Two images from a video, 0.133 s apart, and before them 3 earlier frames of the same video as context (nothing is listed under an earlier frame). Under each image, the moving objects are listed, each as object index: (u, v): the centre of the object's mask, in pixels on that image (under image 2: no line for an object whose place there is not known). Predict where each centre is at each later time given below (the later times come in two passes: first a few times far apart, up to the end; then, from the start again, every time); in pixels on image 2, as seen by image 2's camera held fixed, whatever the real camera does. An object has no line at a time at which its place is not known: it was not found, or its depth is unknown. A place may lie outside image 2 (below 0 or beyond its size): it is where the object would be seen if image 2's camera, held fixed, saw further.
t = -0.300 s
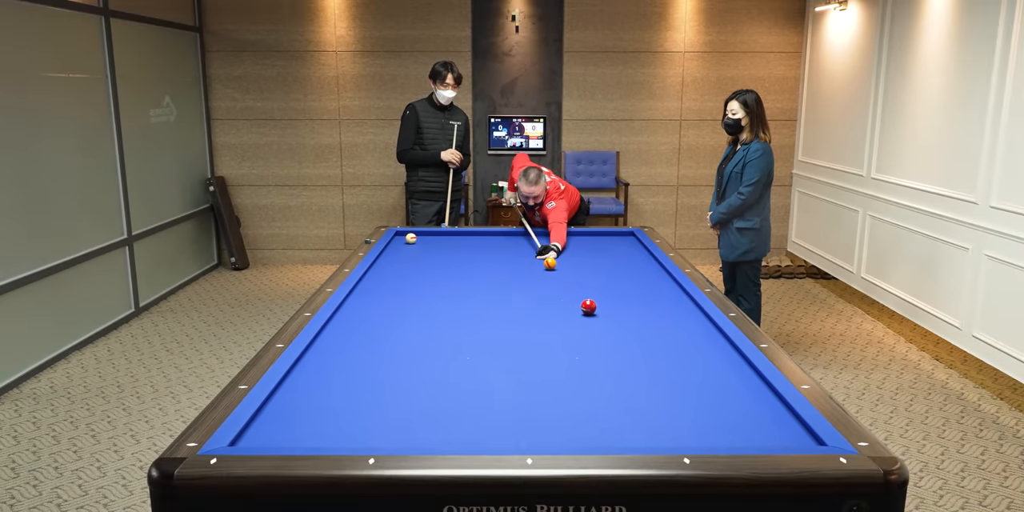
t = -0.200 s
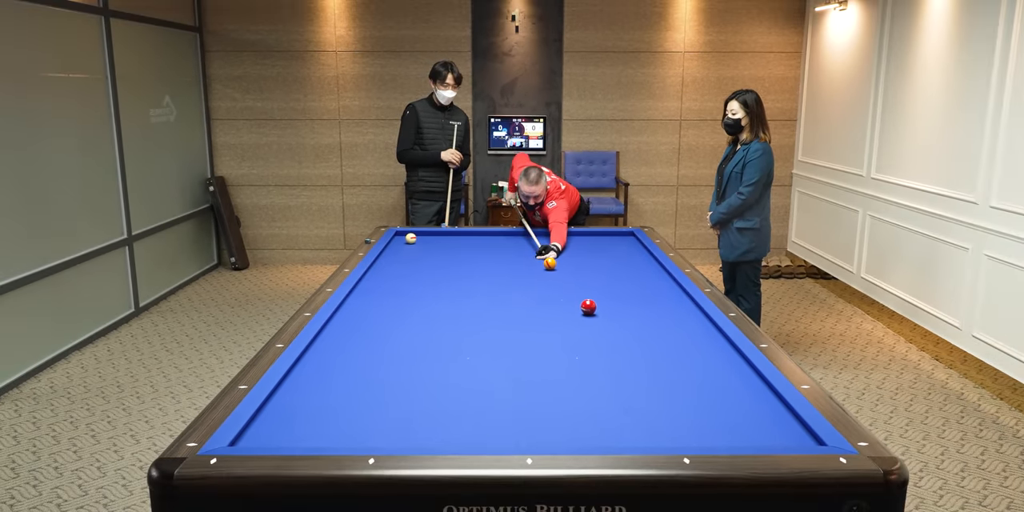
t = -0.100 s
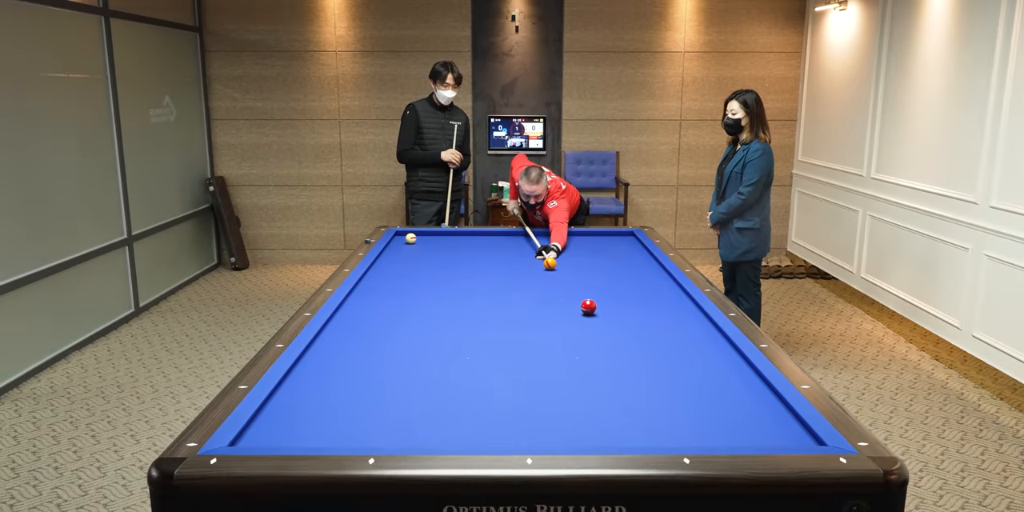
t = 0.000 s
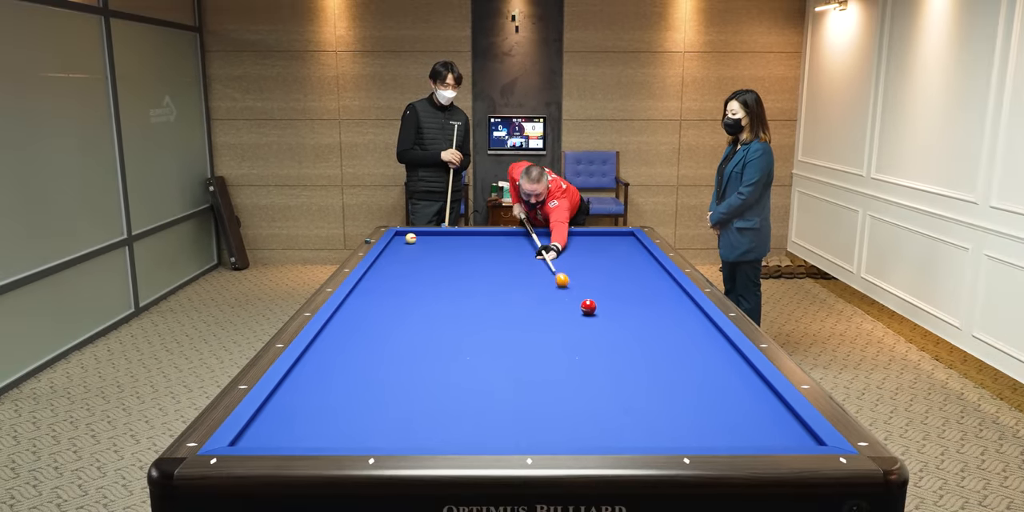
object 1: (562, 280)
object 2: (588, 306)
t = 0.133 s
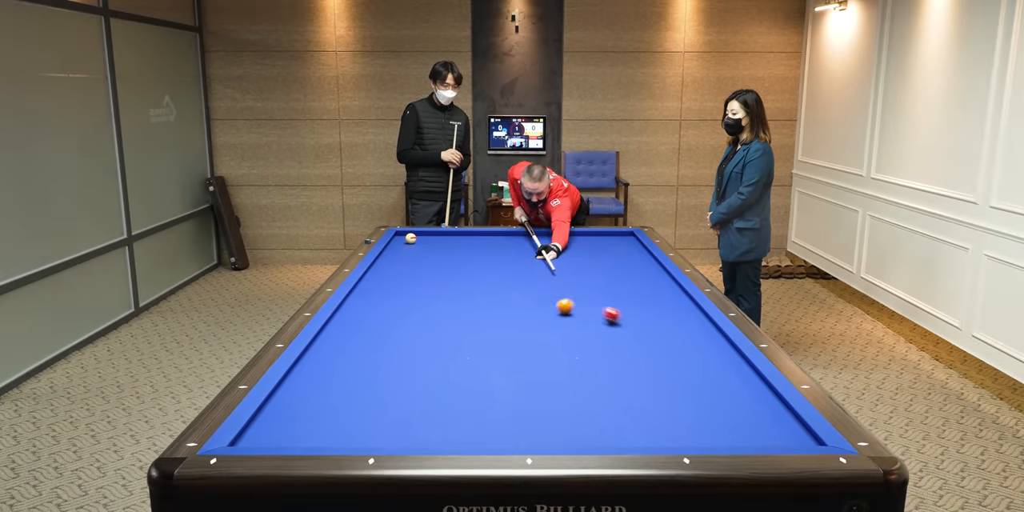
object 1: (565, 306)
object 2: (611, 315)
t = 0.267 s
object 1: (524, 316)
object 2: (695, 347)
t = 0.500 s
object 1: (460, 336)
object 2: (708, 406)
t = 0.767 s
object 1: (376, 361)
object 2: (607, 417)
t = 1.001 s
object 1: (287, 388)
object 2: (514, 384)
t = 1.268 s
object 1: (317, 425)
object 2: (430, 357)
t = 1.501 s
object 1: (368, 431)
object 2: (368, 336)
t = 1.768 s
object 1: (438, 409)
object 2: (357, 317)
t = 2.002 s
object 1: (492, 392)
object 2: (401, 302)
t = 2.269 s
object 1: (546, 376)
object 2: (443, 288)
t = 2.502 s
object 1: (588, 363)
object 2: (475, 277)
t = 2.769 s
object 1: (631, 350)
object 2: (507, 266)
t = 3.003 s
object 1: (664, 339)
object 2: (531, 257)
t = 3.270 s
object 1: (699, 328)
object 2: (556, 249)
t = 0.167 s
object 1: (554, 309)
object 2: (630, 322)
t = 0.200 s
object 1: (544, 311)
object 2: (650, 330)
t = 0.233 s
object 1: (534, 314)
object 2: (672, 338)
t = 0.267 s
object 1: (524, 316)
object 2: (695, 347)
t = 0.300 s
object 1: (515, 319)
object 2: (718, 356)
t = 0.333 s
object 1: (506, 322)
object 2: (743, 365)
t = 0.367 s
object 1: (497, 324)
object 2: (742, 374)
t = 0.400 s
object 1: (488, 327)
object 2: (733, 382)
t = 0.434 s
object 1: (479, 330)
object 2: (725, 390)
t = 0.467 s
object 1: (470, 333)
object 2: (716, 398)
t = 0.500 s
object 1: (460, 336)
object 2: (708, 406)
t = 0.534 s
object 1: (451, 339)
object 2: (700, 415)
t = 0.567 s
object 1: (441, 342)
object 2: (691, 424)
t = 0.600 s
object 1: (431, 345)
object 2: (683, 433)
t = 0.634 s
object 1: (420, 348)
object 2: (674, 438)
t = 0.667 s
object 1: (410, 351)
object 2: (657, 436)
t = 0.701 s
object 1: (399, 354)
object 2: (640, 430)
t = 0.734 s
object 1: (387, 358)
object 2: (623, 424)
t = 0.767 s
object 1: (376, 361)
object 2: (607, 417)
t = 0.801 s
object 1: (364, 365)
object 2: (592, 412)
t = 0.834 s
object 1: (352, 369)
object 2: (577, 406)
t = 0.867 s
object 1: (340, 372)
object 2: (563, 400)
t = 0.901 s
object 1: (327, 376)
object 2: (550, 396)
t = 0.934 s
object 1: (314, 380)
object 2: (538, 392)
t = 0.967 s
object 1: (301, 384)
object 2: (526, 388)
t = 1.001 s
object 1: (287, 388)
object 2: (514, 384)
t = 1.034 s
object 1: (285, 393)
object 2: (502, 380)
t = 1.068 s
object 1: (291, 397)
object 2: (491, 377)
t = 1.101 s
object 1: (296, 402)
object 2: (480, 373)
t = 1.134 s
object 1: (301, 406)
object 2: (469, 370)
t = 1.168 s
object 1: (305, 411)
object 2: (459, 366)
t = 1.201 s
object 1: (309, 415)
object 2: (449, 363)
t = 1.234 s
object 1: (313, 420)
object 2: (439, 360)
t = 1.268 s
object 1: (317, 425)
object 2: (430, 357)
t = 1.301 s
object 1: (321, 430)
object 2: (420, 353)
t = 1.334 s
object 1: (325, 434)
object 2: (411, 350)
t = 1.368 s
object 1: (330, 437)
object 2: (402, 347)
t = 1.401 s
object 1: (337, 438)
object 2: (393, 345)
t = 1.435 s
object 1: (348, 436)
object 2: (385, 342)
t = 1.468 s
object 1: (358, 434)
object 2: (376, 339)
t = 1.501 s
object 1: (368, 431)
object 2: (368, 336)
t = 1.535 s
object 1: (377, 428)
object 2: (360, 334)
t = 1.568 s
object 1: (386, 425)
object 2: (352, 331)
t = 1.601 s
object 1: (395, 422)
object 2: (345, 329)
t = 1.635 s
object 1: (404, 420)
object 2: (337, 326)
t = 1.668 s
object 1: (413, 417)
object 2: (332, 324)
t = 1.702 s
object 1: (422, 414)
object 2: (340, 321)
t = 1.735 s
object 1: (430, 411)
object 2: (349, 319)
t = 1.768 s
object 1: (438, 409)
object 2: (357, 317)
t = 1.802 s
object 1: (446, 407)
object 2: (364, 315)
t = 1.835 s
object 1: (454, 404)
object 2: (371, 312)
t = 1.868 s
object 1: (462, 402)
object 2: (377, 310)
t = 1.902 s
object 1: (470, 399)
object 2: (383, 308)
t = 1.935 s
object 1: (477, 397)
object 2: (389, 306)
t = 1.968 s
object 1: (484, 395)
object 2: (395, 304)
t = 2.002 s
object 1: (492, 392)
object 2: (401, 302)
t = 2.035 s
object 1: (499, 390)
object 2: (407, 300)
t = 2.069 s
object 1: (506, 388)
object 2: (412, 298)
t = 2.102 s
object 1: (513, 386)
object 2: (417, 297)
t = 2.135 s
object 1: (520, 384)
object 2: (423, 295)
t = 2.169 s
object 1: (526, 382)
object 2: (428, 293)
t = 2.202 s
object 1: (533, 380)
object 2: (433, 291)
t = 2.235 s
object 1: (540, 378)
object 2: (438, 289)
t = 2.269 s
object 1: (546, 376)
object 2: (443, 288)
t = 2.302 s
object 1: (552, 374)
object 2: (448, 286)
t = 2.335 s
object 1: (558, 372)
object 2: (452, 285)
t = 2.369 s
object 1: (564, 370)
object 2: (457, 283)
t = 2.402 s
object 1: (570, 369)
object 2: (462, 281)
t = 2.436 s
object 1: (576, 366)
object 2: (466, 280)
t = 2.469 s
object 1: (582, 365)
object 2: (470, 278)
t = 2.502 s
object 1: (588, 363)
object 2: (475, 277)
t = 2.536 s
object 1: (594, 361)
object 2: (479, 275)
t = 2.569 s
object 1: (599, 359)
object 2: (483, 274)
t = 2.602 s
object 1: (605, 358)
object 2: (487, 272)
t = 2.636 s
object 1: (610, 356)
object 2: (491, 271)
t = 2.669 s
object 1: (615, 355)
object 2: (495, 270)
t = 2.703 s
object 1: (621, 353)
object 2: (499, 268)
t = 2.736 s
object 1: (626, 351)
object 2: (503, 267)
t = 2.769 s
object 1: (631, 350)
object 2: (507, 266)
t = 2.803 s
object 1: (636, 348)
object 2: (510, 265)
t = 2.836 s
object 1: (641, 346)
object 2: (514, 263)
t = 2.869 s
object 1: (646, 345)
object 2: (518, 262)
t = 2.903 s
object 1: (650, 343)
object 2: (521, 261)
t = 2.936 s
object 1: (655, 342)
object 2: (525, 260)
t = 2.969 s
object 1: (660, 340)
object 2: (528, 258)
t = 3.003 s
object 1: (664, 339)
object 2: (531, 257)
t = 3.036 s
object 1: (669, 338)
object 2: (535, 256)
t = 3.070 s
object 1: (673, 336)
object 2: (538, 255)
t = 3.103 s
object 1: (678, 335)
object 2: (541, 254)
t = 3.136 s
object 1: (682, 333)
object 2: (544, 253)
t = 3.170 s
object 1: (687, 332)
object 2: (547, 252)
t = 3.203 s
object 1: (691, 331)
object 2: (551, 251)
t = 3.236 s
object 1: (695, 330)
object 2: (553, 250)
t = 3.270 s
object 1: (699, 328)
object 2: (556, 249)
